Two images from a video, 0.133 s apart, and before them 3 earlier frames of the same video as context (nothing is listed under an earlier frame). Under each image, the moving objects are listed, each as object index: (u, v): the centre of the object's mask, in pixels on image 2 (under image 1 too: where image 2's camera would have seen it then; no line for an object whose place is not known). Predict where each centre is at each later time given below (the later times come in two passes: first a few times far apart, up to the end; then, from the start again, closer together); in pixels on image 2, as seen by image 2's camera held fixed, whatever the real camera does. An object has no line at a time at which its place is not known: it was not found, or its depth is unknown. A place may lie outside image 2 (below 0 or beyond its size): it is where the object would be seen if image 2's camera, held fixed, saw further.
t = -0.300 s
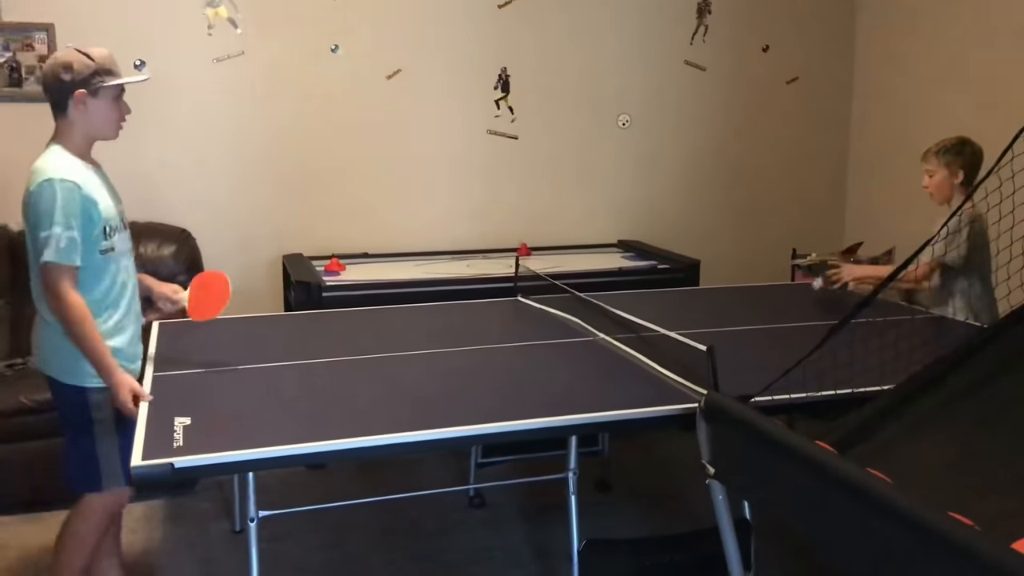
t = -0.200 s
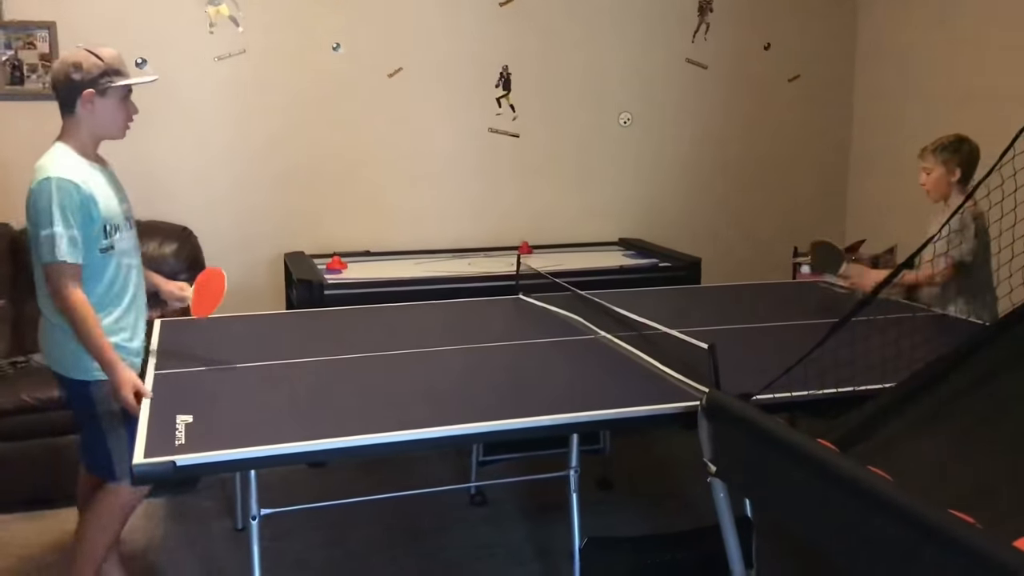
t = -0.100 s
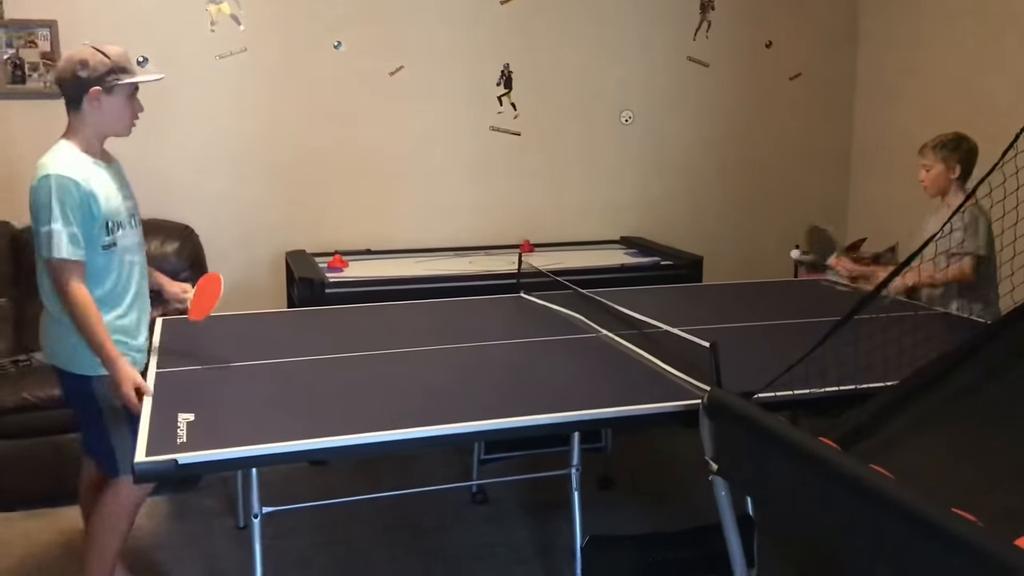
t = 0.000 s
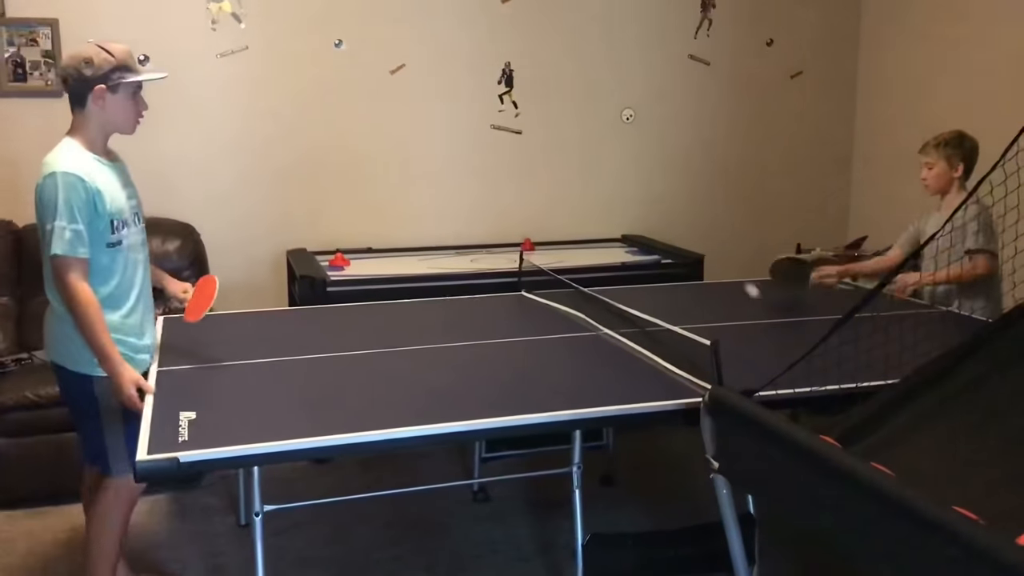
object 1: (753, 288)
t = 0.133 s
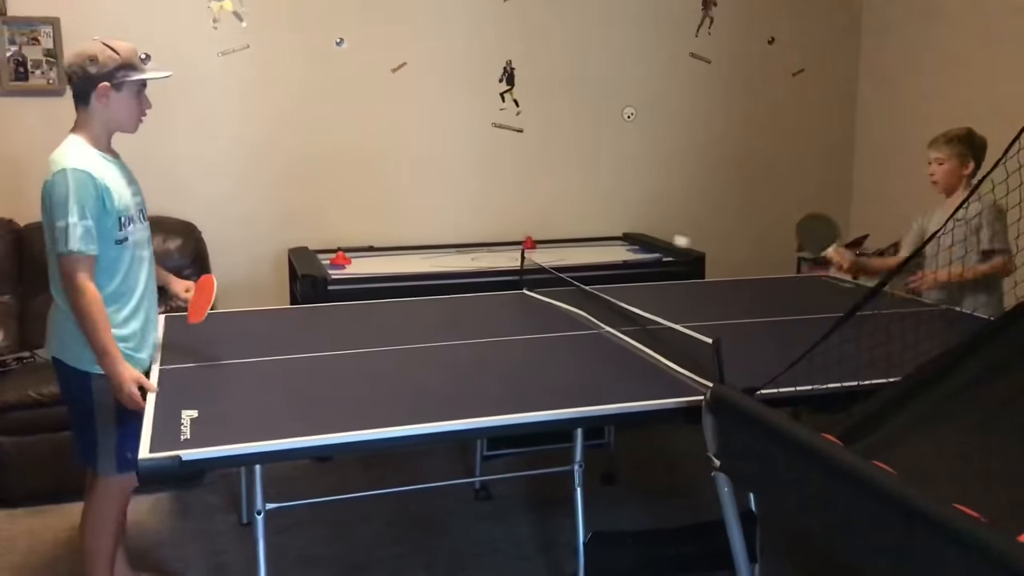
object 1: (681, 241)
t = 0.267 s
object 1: (600, 246)
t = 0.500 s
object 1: (443, 348)
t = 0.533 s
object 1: (422, 337)
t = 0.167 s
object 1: (662, 237)
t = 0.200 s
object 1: (641, 237)
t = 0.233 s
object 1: (622, 240)
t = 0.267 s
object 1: (600, 246)
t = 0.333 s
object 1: (554, 273)
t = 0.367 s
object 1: (532, 292)
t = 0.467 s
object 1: (462, 360)
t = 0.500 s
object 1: (443, 348)
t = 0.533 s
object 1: (422, 337)
